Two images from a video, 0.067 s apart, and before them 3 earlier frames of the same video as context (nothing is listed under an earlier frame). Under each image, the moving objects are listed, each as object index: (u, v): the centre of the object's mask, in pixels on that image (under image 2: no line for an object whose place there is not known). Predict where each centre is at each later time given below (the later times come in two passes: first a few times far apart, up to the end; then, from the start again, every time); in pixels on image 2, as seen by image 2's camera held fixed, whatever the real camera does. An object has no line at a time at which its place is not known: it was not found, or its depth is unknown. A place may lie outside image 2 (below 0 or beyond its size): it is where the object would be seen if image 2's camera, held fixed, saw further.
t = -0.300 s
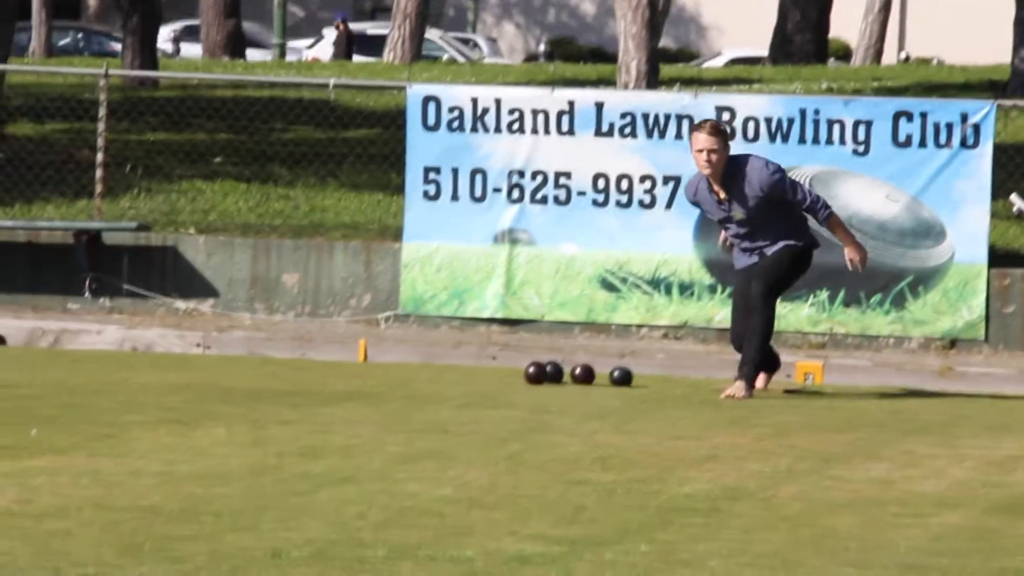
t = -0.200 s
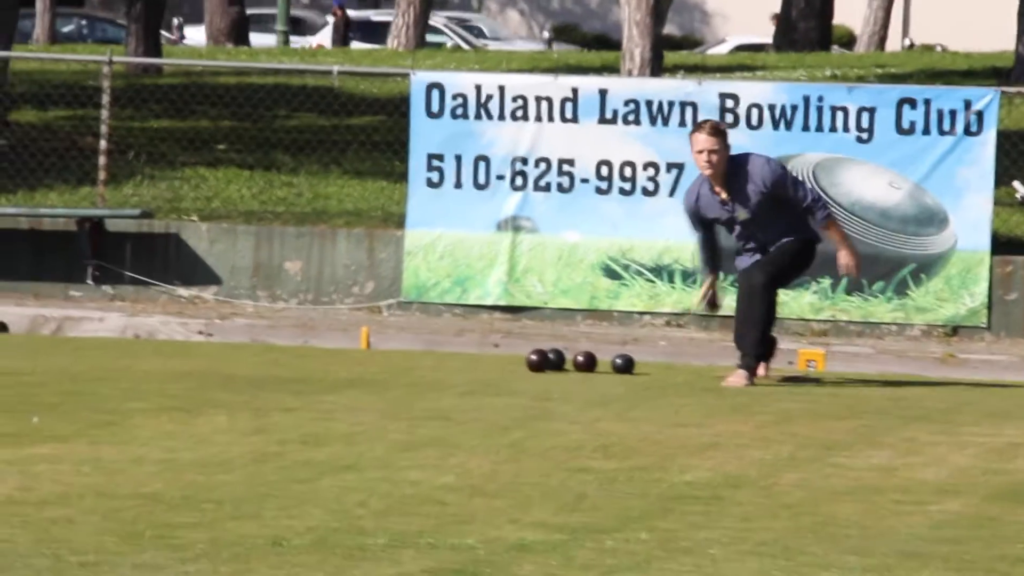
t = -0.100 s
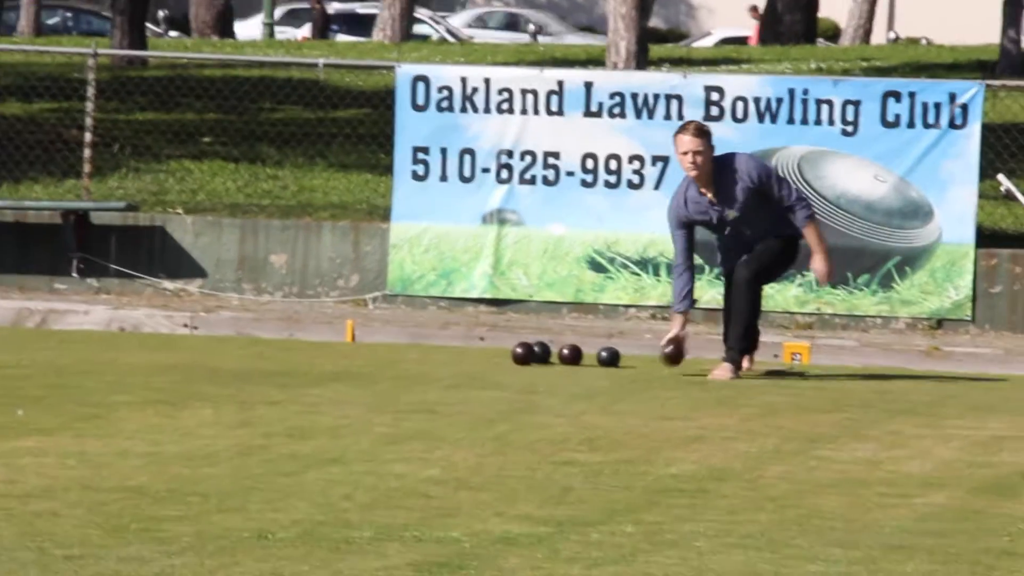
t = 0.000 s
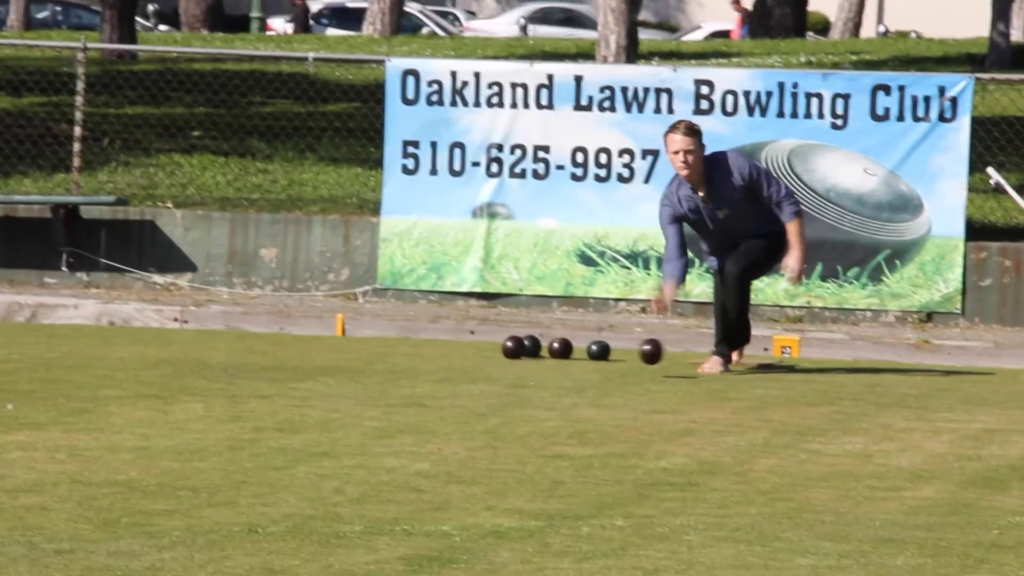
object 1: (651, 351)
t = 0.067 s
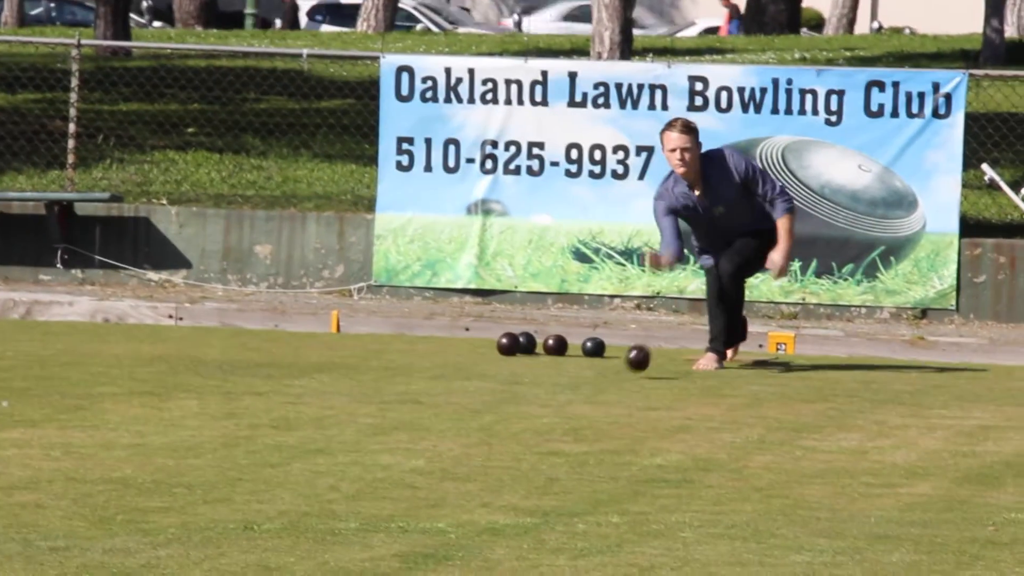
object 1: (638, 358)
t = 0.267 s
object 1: (614, 365)
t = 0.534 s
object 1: (580, 396)
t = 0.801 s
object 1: (544, 414)
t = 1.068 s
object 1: (503, 440)
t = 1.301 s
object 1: (466, 460)
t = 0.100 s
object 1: (634, 366)
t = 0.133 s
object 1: (629, 368)
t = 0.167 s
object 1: (625, 363)
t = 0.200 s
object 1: (622, 361)
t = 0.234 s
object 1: (618, 362)
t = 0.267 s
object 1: (614, 365)
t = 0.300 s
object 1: (609, 371)
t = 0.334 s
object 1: (604, 379)
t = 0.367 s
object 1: (600, 388)
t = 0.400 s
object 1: (596, 386)
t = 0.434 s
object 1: (592, 384)
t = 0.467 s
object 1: (589, 386)
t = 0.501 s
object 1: (584, 389)
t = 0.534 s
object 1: (580, 396)
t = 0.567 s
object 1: (576, 401)
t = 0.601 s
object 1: (571, 400)
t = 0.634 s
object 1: (567, 400)
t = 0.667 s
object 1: (563, 404)
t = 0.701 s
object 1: (559, 409)
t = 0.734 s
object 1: (554, 412)
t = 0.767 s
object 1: (549, 412)
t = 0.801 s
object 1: (544, 414)
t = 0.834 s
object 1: (539, 419)
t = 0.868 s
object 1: (533, 422)
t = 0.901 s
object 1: (529, 423)
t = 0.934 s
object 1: (523, 427)
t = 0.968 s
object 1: (518, 432)
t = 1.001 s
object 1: (513, 432)
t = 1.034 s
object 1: (508, 435)
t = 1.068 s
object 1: (503, 440)
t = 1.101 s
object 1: (498, 441)
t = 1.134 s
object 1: (493, 443)
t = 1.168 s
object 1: (488, 448)
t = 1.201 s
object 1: (482, 451)
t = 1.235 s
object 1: (477, 454)
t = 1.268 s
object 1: (471, 457)
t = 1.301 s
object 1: (466, 460)
